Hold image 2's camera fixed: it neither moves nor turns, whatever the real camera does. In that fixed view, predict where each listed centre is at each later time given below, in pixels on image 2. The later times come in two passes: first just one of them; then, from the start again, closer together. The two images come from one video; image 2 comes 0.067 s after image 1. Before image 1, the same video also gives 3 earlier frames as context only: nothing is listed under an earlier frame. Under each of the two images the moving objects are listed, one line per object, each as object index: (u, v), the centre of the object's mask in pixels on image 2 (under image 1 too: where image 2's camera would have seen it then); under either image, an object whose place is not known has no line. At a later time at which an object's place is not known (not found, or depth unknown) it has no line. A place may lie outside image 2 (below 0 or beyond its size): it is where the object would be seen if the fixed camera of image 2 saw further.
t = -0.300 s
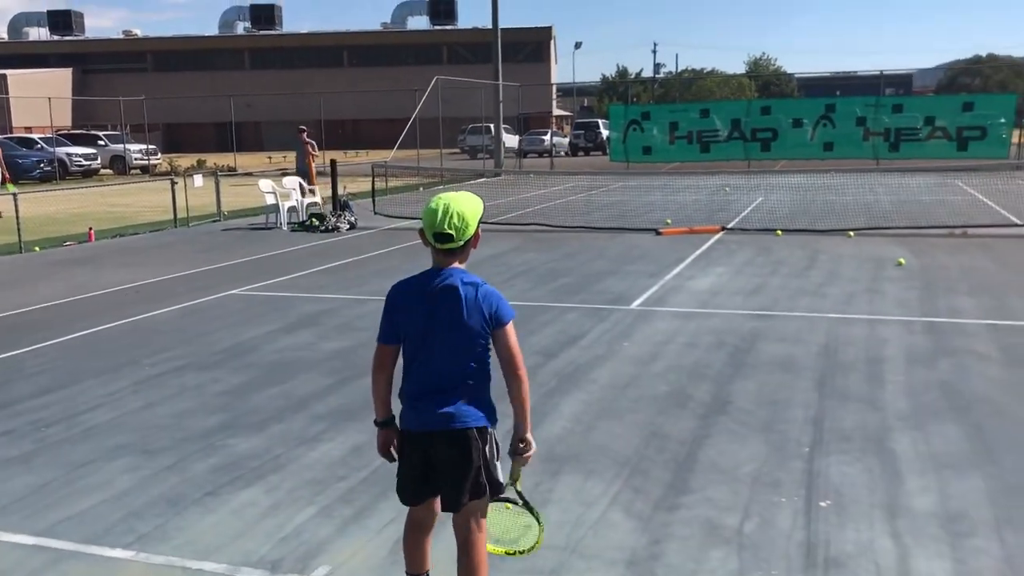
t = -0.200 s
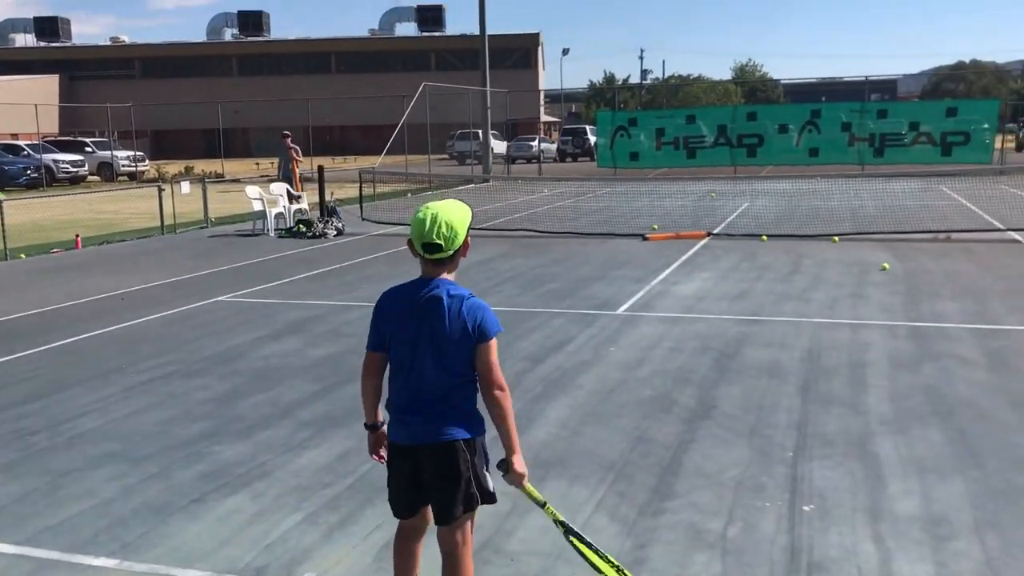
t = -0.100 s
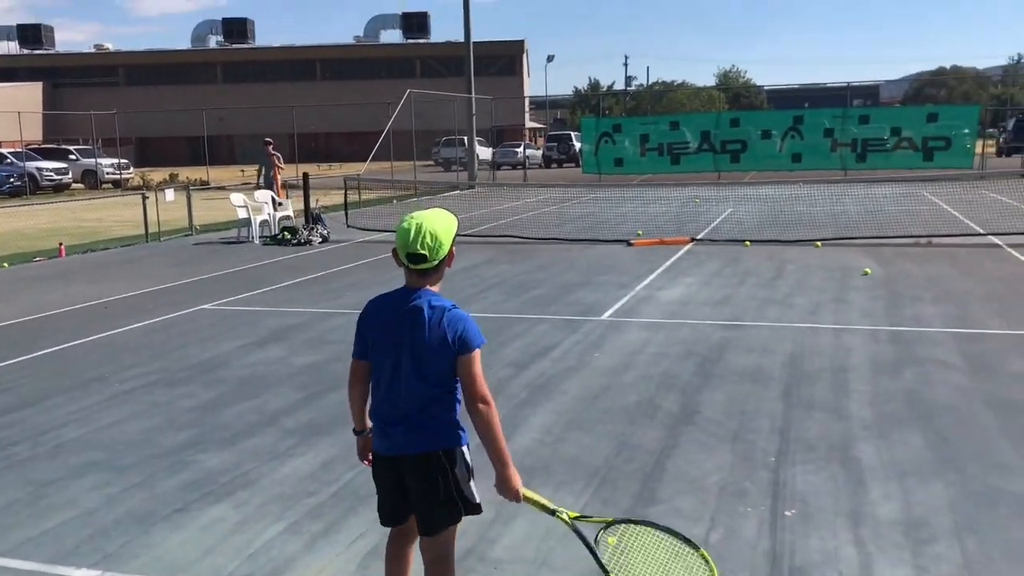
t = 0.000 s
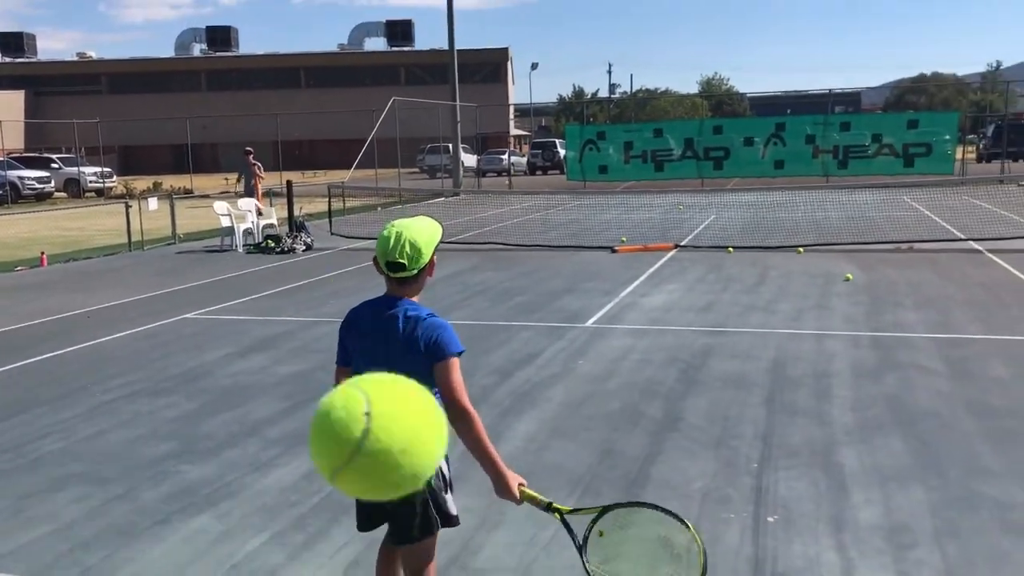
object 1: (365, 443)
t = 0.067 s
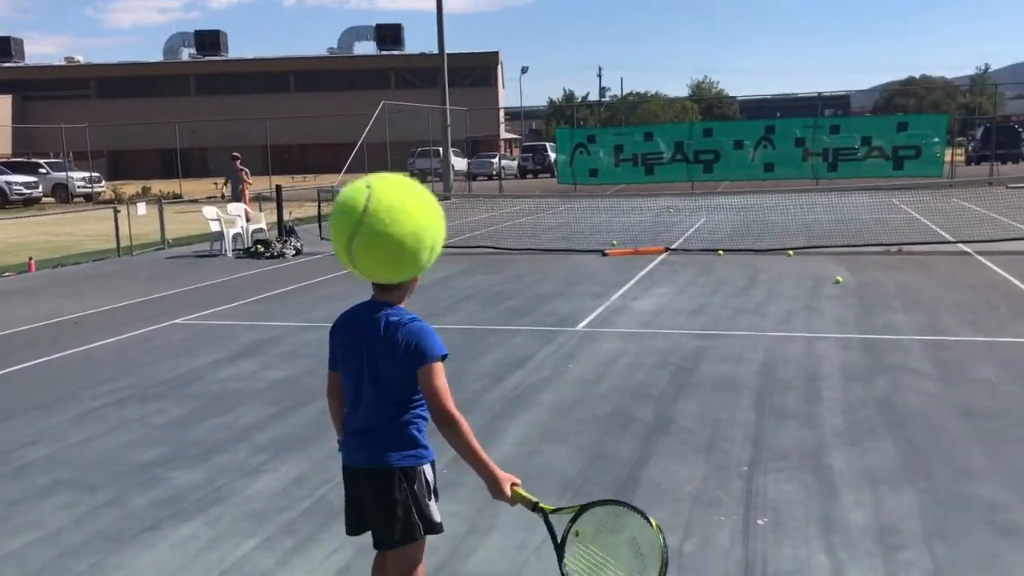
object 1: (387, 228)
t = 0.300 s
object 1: (444, 156)
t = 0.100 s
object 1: (396, 165)
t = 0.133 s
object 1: (404, 126)
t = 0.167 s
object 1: (412, 106)
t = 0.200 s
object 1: (421, 102)
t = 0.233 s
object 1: (428, 110)
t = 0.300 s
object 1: (444, 156)
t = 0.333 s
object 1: (453, 191)
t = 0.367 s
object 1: (461, 232)
